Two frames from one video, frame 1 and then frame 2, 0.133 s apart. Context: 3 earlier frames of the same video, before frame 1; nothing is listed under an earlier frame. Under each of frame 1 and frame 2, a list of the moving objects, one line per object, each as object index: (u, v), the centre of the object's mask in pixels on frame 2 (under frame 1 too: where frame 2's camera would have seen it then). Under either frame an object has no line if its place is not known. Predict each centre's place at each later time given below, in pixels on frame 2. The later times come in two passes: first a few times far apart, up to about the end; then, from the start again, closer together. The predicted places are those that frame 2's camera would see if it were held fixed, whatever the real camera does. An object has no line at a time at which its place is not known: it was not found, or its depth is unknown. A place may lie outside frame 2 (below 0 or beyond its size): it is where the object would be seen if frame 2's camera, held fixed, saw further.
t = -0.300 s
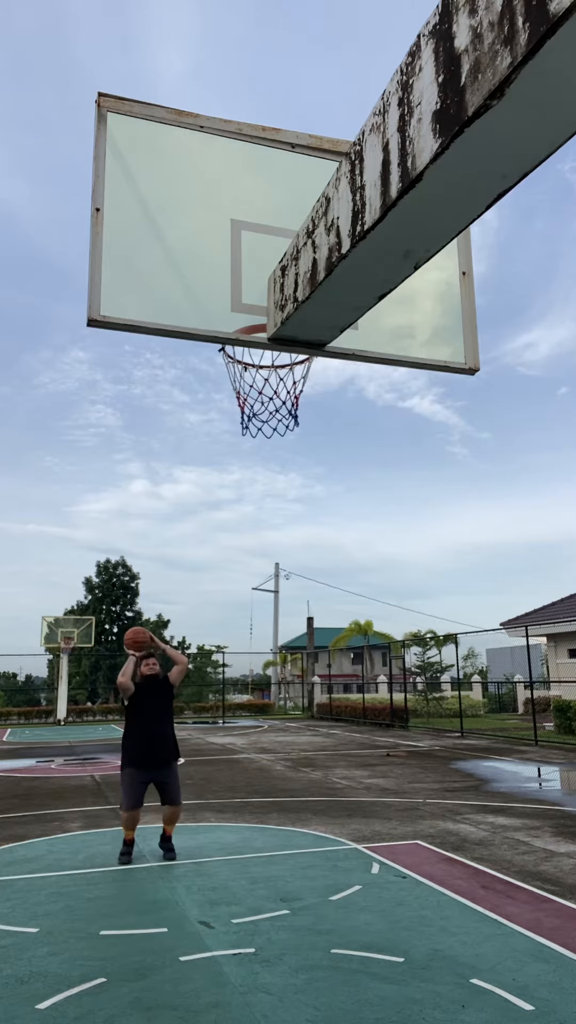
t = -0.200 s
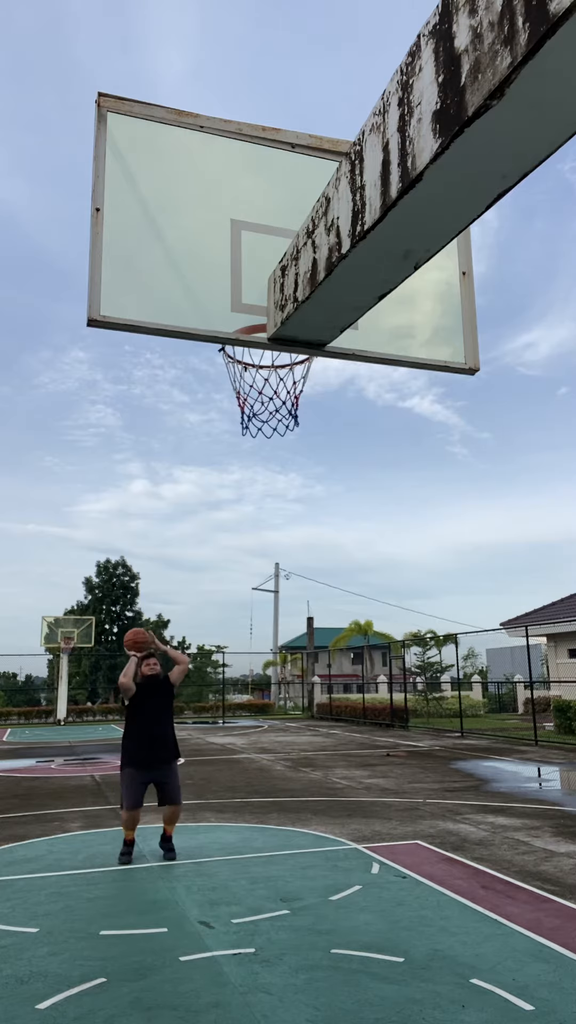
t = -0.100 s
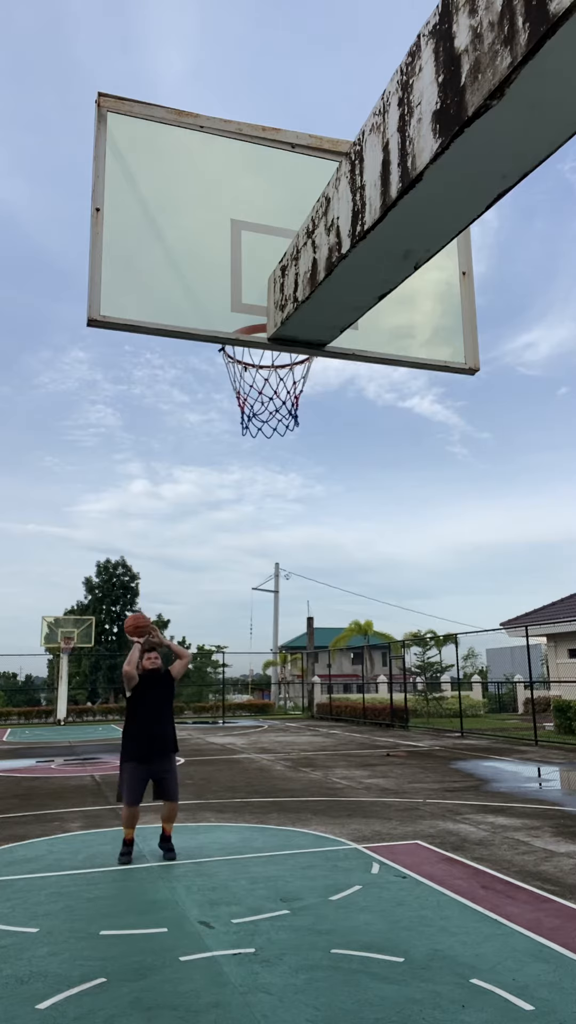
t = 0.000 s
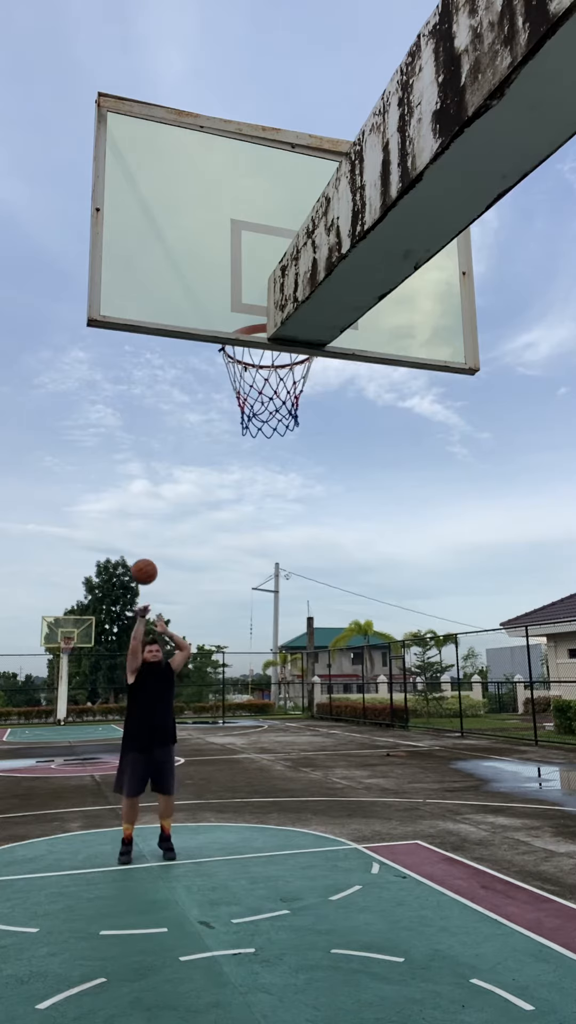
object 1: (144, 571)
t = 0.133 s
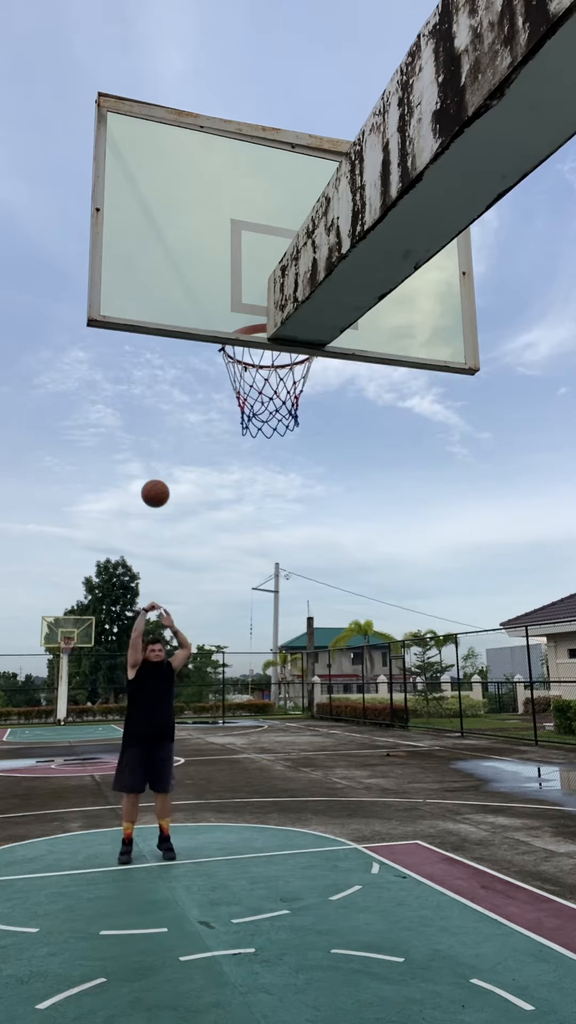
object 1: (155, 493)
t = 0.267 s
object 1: (167, 428)
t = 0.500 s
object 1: (190, 352)
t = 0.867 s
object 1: (239, 346)
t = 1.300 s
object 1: (254, 357)
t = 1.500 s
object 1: (251, 407)
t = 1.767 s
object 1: (270, 499)
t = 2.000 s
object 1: (289, 698)
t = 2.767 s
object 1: (373, 593)
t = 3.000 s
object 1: (406, 623)
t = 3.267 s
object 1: (455, 818)
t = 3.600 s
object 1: (513, 854)
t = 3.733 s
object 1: (530, 762)
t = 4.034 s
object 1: (564, 720)
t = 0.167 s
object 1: (158, 476)
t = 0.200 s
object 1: (161, 459)
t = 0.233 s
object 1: (164, 443)
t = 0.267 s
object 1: (167, 428)
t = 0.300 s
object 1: (170, 414)
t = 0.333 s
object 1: (173, 400)
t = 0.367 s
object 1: (177, 388)
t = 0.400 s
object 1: (180, 377)
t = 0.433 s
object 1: (184, 366)
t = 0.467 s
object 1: (187, 357)
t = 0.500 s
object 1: (190, 352)
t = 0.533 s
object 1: (194, 348)
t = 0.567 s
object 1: (198, 345)
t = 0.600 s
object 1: (203, 327)
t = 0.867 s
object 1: (239, 346)
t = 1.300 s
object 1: (254, 357)
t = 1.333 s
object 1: (254, 362)
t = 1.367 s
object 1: (252, 371)
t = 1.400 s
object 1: (251, 385)
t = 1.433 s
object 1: (250, 394)
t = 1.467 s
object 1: (251, 401)
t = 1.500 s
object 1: (251, 407)
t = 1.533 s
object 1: (253, 413)
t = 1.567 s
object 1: (255, 420)
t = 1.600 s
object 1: (258, 428)
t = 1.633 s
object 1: (260, 438)
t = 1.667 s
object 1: (263, 450)
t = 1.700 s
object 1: (265, 464)
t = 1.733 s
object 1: (268, 481)
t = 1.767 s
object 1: (270, 499)
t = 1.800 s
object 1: (273, 521)
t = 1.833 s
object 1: (275, 544)
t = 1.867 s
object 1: (278, 570)
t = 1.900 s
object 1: (281, 598)
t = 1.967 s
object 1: (287, 662)
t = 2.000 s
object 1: (289, 698)
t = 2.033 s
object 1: (293, 738)
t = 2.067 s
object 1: (296, 781)
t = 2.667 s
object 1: (360, 614)
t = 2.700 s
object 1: (364, 605)
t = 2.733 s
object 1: (368, 597)
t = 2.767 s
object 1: (373, 593)
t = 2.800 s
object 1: (377, 590)
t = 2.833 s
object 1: (381, 590)
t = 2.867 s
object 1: (386, 591)
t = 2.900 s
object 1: (391, 596)
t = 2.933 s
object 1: (395, 603)
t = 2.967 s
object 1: (401, 612)
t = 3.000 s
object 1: (406, 623)
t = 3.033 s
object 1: (411, 638)
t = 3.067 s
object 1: (417, 655)
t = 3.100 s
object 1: (422, 674)
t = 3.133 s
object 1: (428, 696)
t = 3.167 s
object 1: (435, 722)
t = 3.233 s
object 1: (448, 782)
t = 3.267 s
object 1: (455, 818)
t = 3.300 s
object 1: (463, 857)
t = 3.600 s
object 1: (513, 854)
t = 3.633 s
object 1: (517, 826)
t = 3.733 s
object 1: (530, 762)
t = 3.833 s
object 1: (545, 724)
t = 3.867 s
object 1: (549, 717)
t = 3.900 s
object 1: (552, 712)
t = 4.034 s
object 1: (564, 720)
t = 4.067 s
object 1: (567, 728)
